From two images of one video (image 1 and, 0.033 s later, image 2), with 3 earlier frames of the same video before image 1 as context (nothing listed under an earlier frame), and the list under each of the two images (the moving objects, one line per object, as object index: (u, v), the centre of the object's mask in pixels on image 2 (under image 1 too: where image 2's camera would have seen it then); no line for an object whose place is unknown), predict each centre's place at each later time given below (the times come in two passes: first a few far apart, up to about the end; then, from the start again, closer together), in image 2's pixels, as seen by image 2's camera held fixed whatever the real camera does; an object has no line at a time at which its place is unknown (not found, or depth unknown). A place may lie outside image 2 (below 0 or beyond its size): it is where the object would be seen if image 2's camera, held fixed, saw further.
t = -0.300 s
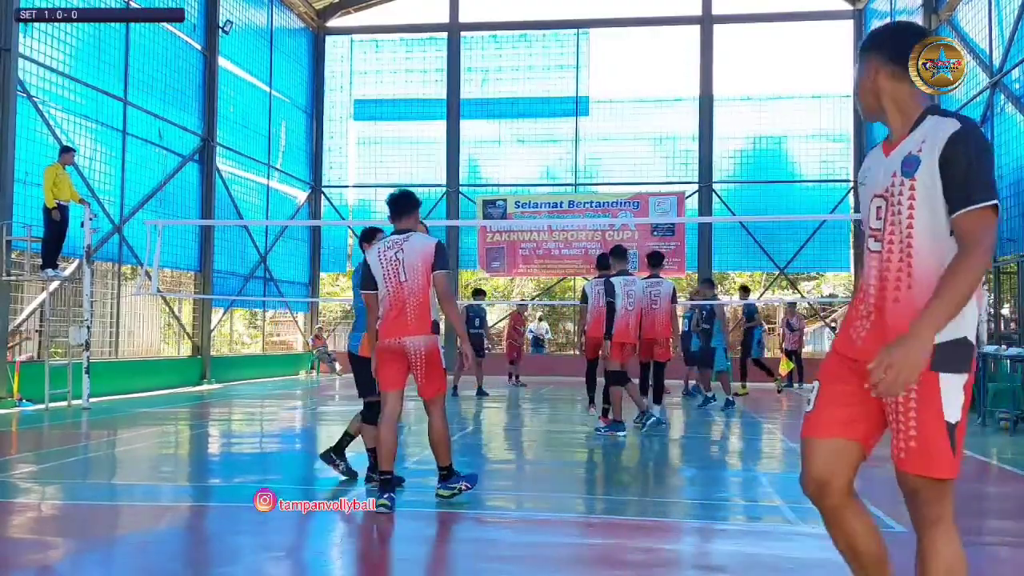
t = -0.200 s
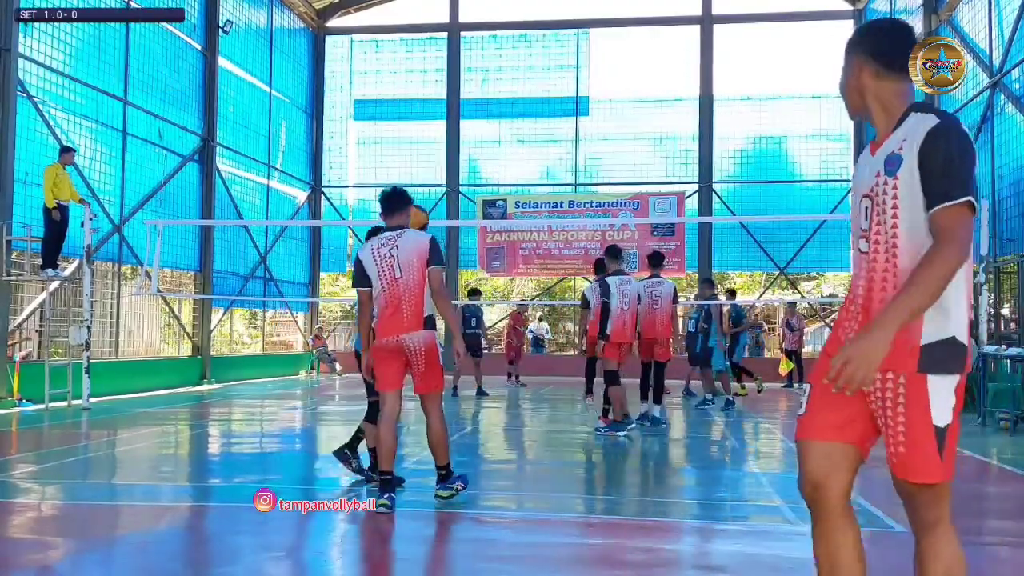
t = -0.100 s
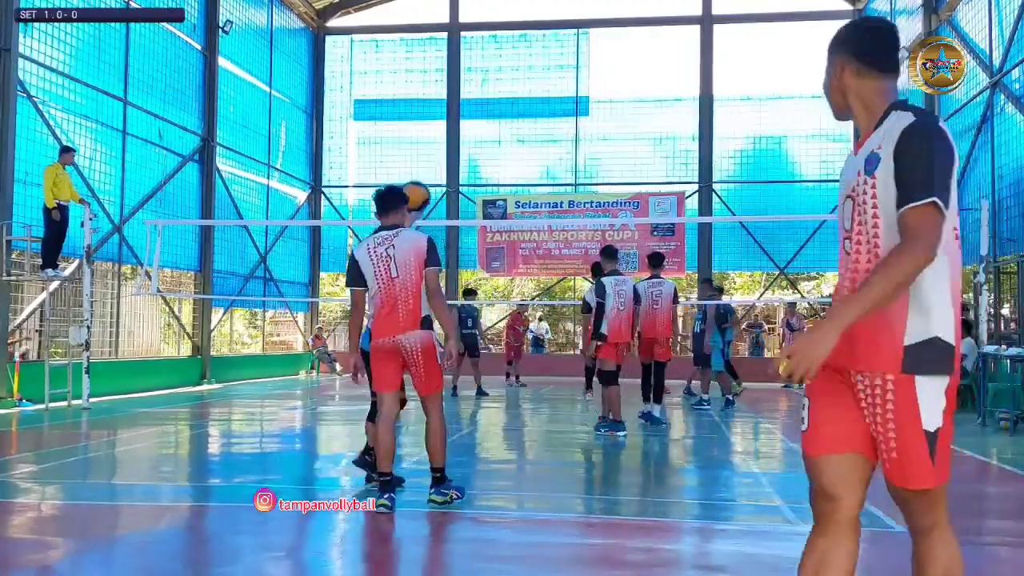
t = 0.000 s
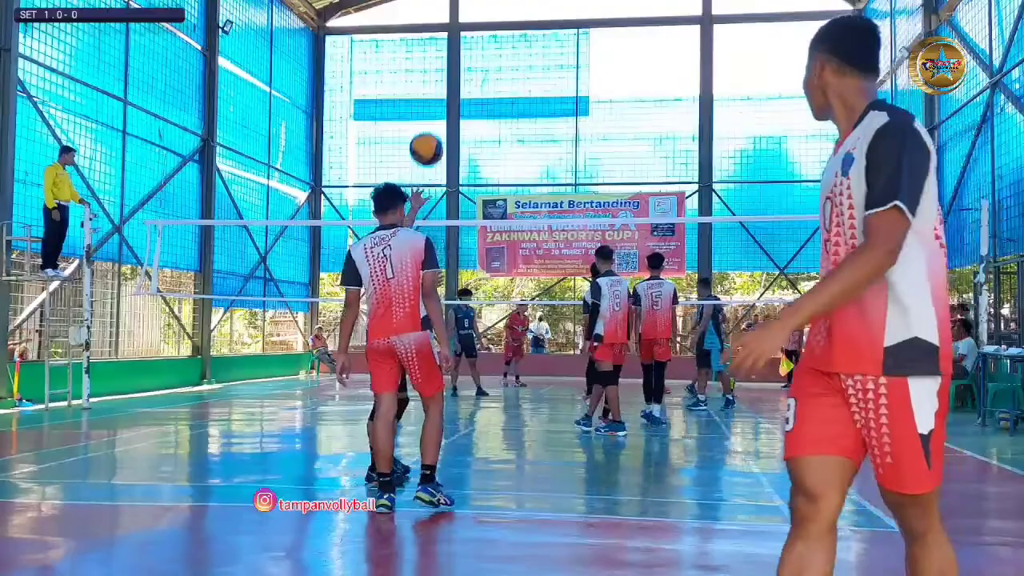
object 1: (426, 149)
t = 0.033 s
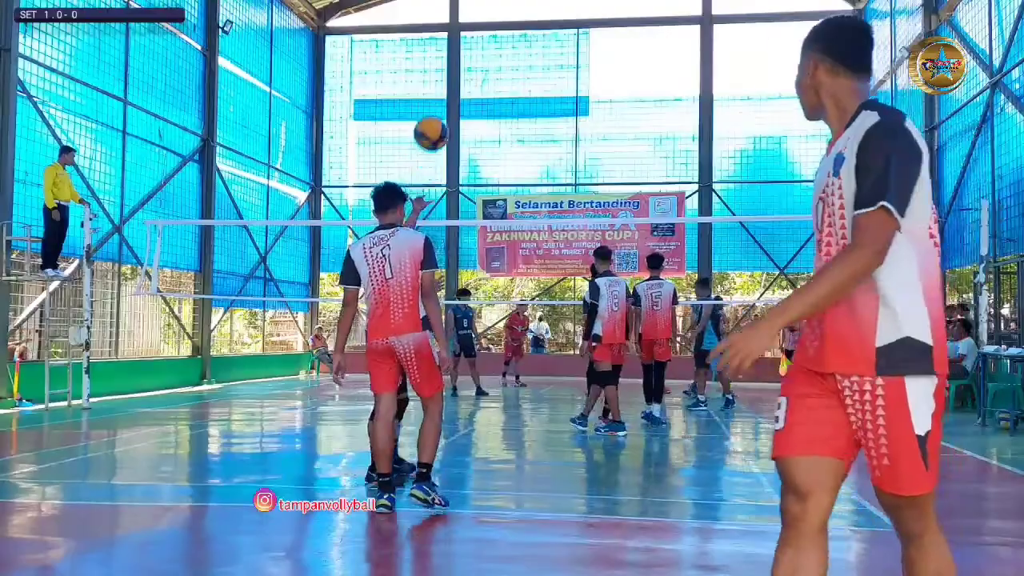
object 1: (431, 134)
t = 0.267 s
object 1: (472, 59)
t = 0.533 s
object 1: (544, 90)
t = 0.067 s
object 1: (434, 120)
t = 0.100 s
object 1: (442, 106)
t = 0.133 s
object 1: (447, 94)
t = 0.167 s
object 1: (453, 82)
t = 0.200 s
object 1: (459, 73)
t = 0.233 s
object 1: (466, 65)
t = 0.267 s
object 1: (472, 59)
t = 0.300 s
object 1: (479, 55)
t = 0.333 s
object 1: (487, 52)
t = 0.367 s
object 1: (495, 52)
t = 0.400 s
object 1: (504, 53)
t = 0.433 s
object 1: (512, 58)
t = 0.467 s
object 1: (522, 66)
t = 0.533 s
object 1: (544, 90)
